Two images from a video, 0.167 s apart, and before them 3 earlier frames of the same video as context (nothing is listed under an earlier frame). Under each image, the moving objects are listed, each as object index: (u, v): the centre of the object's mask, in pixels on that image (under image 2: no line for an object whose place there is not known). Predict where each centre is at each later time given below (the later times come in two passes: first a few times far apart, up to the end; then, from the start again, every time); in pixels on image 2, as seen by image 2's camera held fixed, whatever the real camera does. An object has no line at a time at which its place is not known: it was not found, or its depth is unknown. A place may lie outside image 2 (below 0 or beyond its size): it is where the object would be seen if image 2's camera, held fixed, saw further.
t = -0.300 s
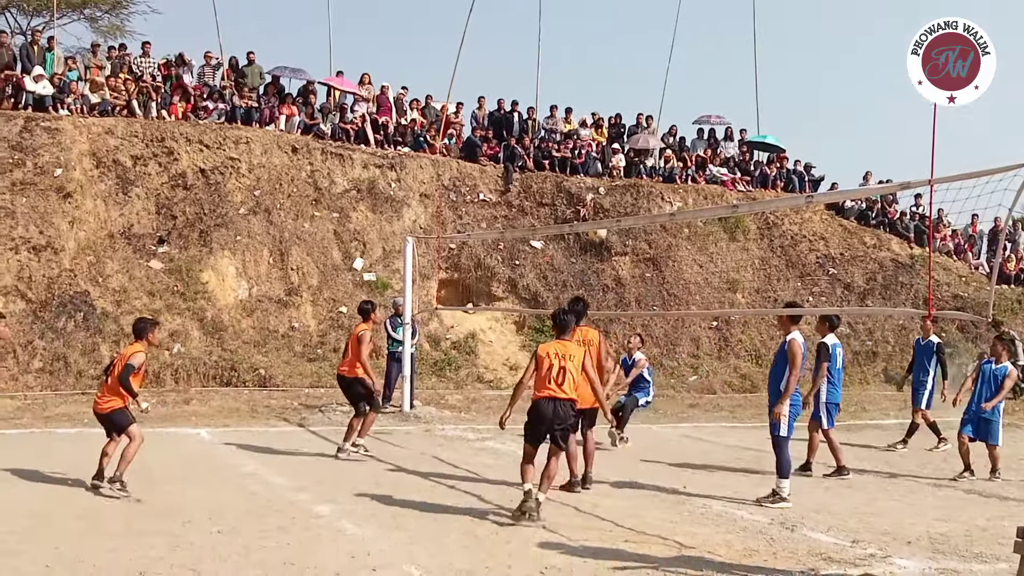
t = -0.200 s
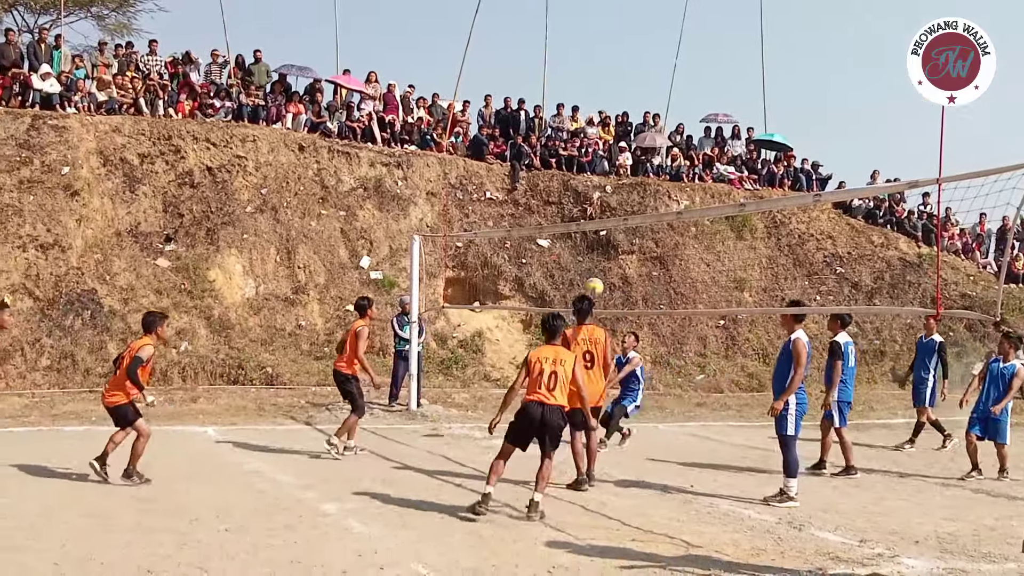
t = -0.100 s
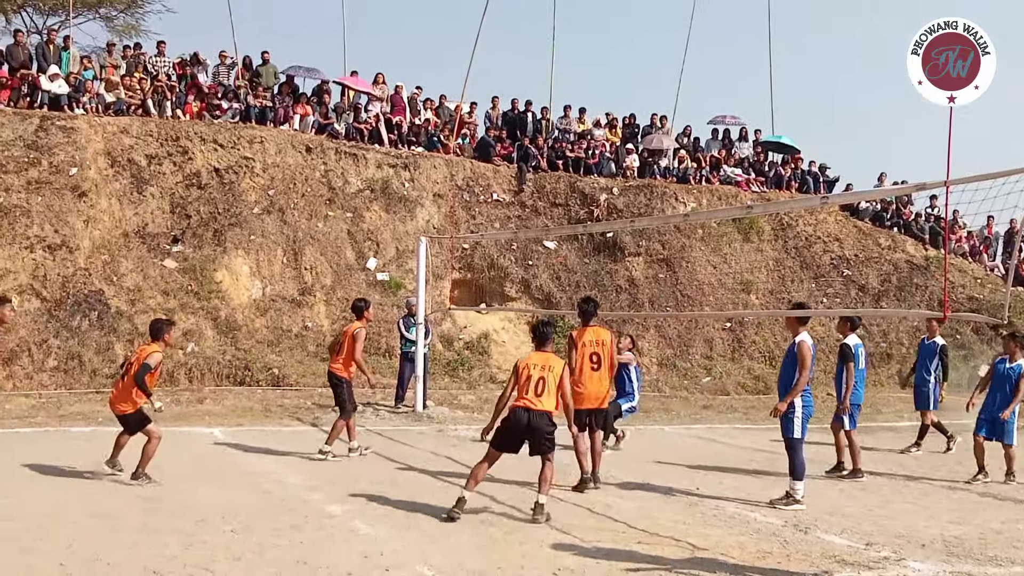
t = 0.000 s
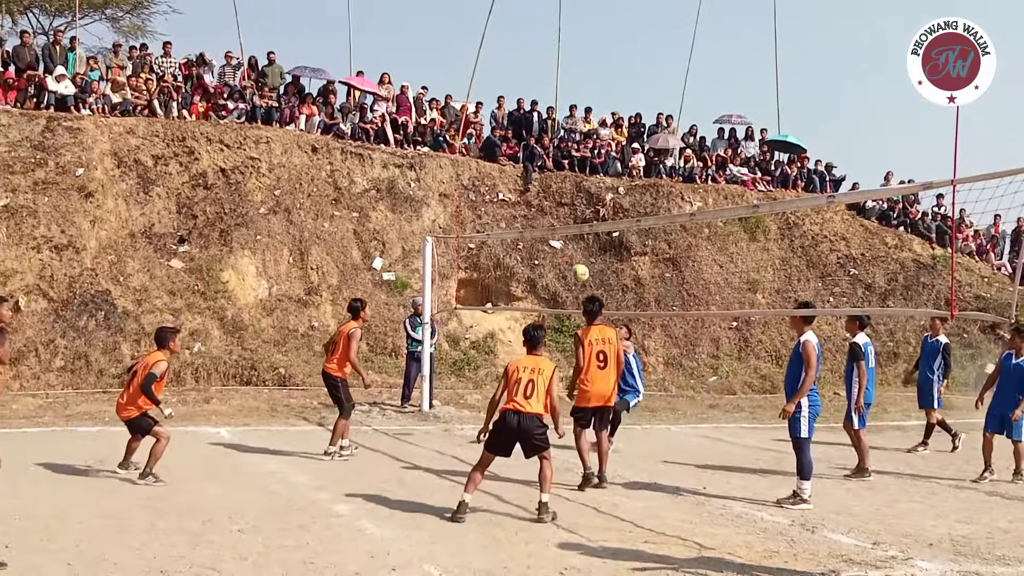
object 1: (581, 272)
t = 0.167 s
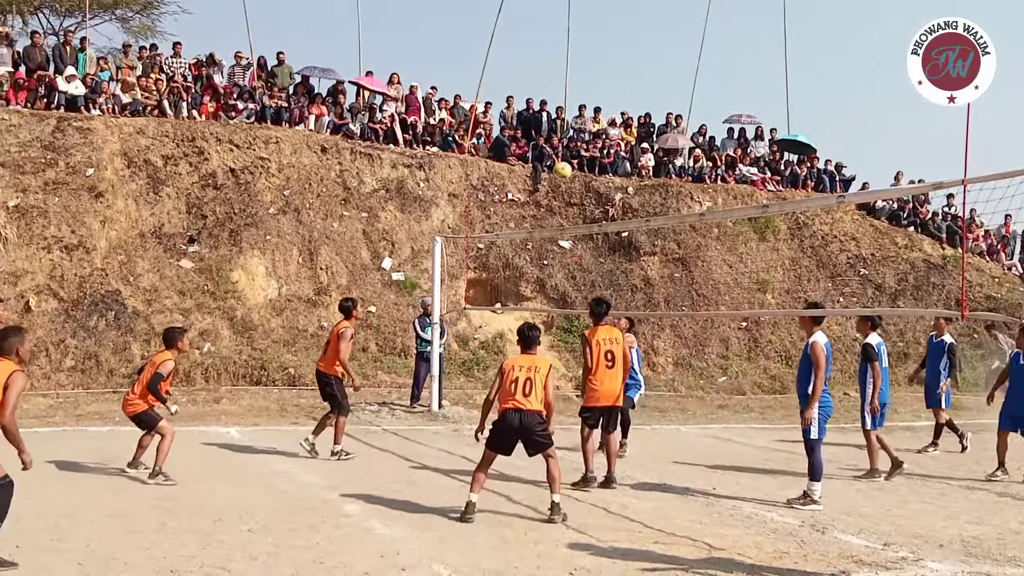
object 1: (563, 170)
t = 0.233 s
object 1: (552, 138)
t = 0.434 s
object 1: (522, 62)
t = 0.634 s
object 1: (491, 22)
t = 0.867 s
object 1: (456, 22)
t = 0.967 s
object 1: (440, 37)
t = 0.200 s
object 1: (558, 154)
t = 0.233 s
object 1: (552, 138)
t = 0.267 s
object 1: (547, 123)
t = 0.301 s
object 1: (542, 108)
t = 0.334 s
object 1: (538, 95)
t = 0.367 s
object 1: (532, 83)
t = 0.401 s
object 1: (527, 72)
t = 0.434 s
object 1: (522, 62)
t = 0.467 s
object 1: (517, 54)
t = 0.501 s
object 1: (512, 45)
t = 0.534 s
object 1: (507, 39)
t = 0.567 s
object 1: (502, 32)
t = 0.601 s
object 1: (497, 27)
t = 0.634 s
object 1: (491, 22)
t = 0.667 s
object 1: (487, 20)
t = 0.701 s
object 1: (482, 18)
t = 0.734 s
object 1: (476, 17)
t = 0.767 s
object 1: (471, 17)
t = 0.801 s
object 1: (466, 18)
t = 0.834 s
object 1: (461, 20)
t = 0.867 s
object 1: (456, 22)
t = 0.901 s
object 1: (450, 26)
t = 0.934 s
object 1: (445, 31)
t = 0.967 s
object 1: (440, 37)
